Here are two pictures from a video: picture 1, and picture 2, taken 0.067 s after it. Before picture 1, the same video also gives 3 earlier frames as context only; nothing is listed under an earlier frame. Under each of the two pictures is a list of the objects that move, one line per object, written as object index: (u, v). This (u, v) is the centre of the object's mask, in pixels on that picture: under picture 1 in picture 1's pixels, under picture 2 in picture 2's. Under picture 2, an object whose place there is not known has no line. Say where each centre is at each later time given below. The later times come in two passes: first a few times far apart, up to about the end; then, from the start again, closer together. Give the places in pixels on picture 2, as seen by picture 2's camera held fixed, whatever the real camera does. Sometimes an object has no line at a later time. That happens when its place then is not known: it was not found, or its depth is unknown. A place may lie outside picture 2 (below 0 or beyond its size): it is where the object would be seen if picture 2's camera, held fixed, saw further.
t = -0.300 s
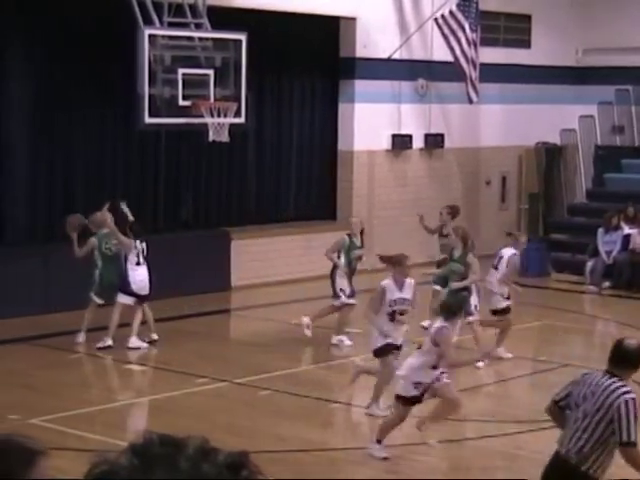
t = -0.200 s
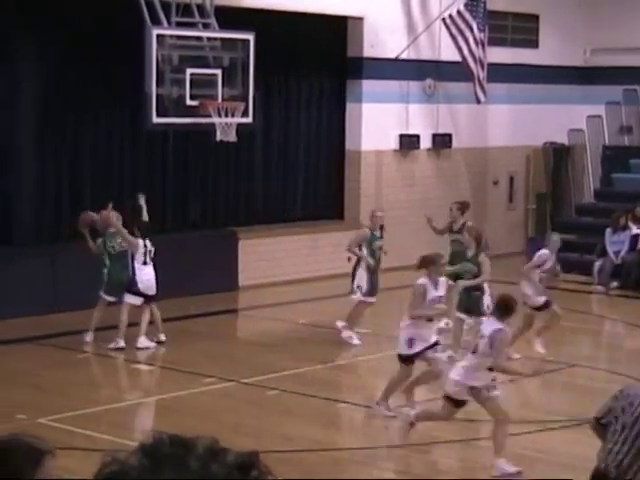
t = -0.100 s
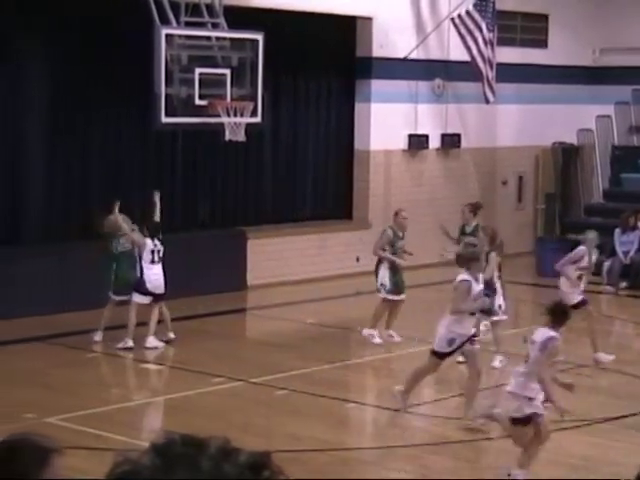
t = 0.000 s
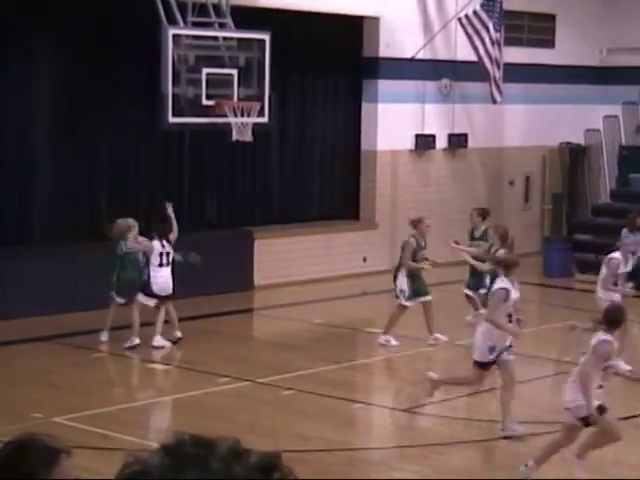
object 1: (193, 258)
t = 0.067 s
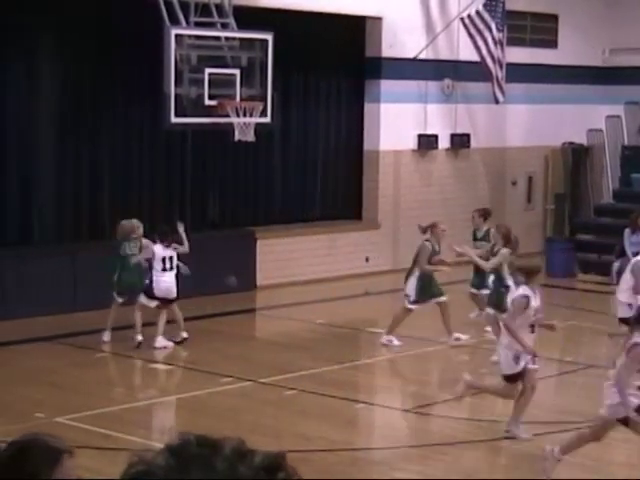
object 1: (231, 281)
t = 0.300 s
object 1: (311, 261)
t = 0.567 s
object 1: (379, 217)
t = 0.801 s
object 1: (432, 218)
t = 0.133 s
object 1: (263, 307)
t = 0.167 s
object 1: (274, 304)
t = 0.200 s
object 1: (283, 293)
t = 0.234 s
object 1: (293, 281)
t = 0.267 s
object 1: (302, 271)
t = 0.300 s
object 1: (311, 261)
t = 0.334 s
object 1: (320, 253)
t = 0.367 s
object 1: (328, 245)
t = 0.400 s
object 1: (337, 238)
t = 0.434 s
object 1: (345, 233)
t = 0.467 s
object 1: (354, 228)
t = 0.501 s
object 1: (361, 225)
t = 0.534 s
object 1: (371, 220)
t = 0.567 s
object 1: (379, 217)
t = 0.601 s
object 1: (387, 214)
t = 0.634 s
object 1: (394, 214)
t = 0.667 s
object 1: (402, 213)
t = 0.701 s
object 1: (410, 214)
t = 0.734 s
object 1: (418, 214)
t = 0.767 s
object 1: (425, 216)
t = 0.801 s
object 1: (432, 218)
